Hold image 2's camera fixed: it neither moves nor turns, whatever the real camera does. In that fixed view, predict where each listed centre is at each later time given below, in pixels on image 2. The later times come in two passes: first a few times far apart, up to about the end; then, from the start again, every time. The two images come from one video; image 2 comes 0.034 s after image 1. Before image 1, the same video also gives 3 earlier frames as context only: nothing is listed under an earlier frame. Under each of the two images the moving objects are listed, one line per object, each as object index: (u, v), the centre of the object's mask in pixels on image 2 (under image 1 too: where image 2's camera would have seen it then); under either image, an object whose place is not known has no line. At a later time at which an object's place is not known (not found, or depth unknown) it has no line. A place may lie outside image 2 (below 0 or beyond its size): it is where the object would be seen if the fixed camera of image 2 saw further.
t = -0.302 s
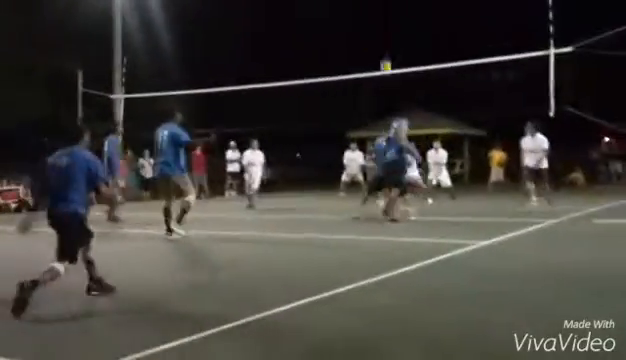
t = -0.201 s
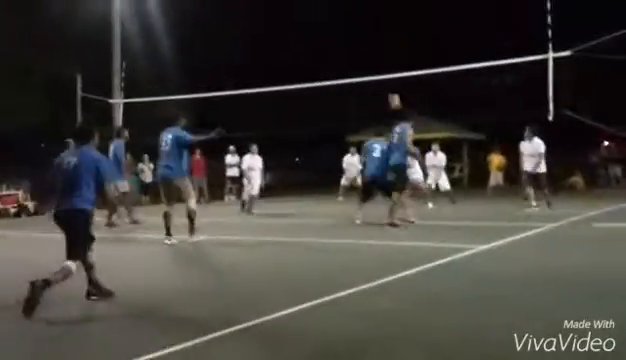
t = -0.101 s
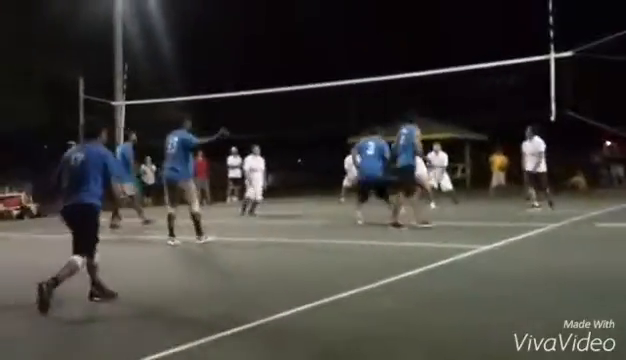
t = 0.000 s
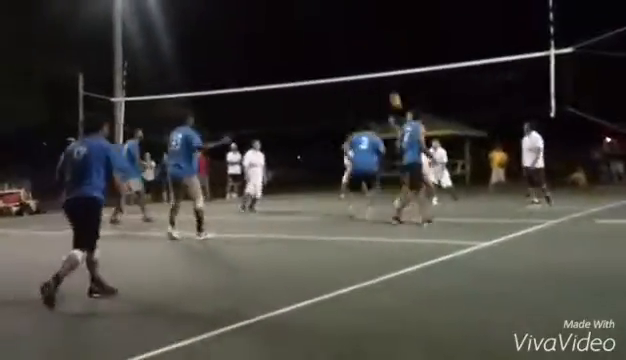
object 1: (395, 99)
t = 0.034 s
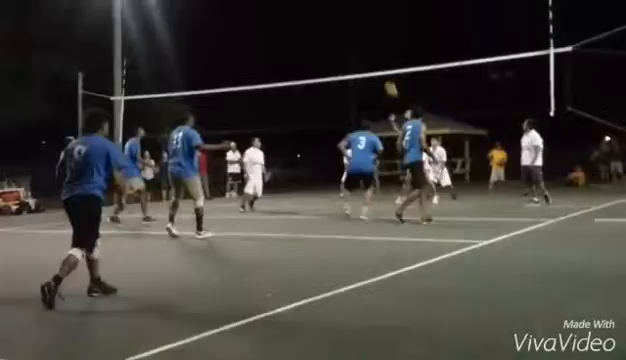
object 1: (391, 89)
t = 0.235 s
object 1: (369, 40)
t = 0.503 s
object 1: (342, 5)
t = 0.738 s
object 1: (318, 1)
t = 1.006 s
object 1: (293, 28)
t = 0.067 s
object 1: (388, 80)
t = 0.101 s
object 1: (383, 68)
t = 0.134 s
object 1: (381, 62)
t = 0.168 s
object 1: (376, 54)
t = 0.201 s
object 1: (373, 46)
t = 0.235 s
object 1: (369, 40)
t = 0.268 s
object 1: (366, 33)
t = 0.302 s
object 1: (363, 27)
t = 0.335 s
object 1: (358, 22)
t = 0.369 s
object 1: (355, 17)
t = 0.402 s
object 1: (352, 13)
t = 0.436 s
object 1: (349, 10)
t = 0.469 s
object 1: (346, 7)
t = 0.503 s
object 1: (342, 5)
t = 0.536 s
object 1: (339, 3)
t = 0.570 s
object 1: (335, 1)
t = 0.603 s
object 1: (331, -1)
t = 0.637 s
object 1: (328, -1)
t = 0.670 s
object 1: (324, -1)
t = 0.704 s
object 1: (321, 0)
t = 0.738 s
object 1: (318, 1)
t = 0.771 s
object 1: (315, 2)
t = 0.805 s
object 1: (312, 6)
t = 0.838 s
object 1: (309, 8)
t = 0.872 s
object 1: (306, 11)
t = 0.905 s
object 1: (303, 14)
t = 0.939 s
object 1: (299, 19)
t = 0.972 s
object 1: (296, 23)
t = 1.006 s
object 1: (293, 28)
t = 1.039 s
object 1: (289, 35)
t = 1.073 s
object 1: (287, 42)
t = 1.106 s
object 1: (284, 49)
